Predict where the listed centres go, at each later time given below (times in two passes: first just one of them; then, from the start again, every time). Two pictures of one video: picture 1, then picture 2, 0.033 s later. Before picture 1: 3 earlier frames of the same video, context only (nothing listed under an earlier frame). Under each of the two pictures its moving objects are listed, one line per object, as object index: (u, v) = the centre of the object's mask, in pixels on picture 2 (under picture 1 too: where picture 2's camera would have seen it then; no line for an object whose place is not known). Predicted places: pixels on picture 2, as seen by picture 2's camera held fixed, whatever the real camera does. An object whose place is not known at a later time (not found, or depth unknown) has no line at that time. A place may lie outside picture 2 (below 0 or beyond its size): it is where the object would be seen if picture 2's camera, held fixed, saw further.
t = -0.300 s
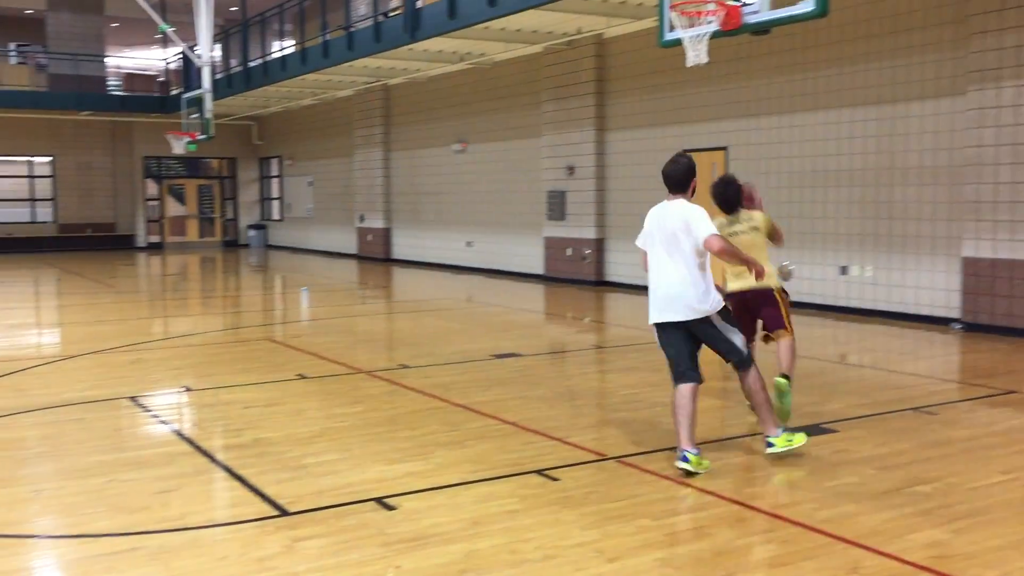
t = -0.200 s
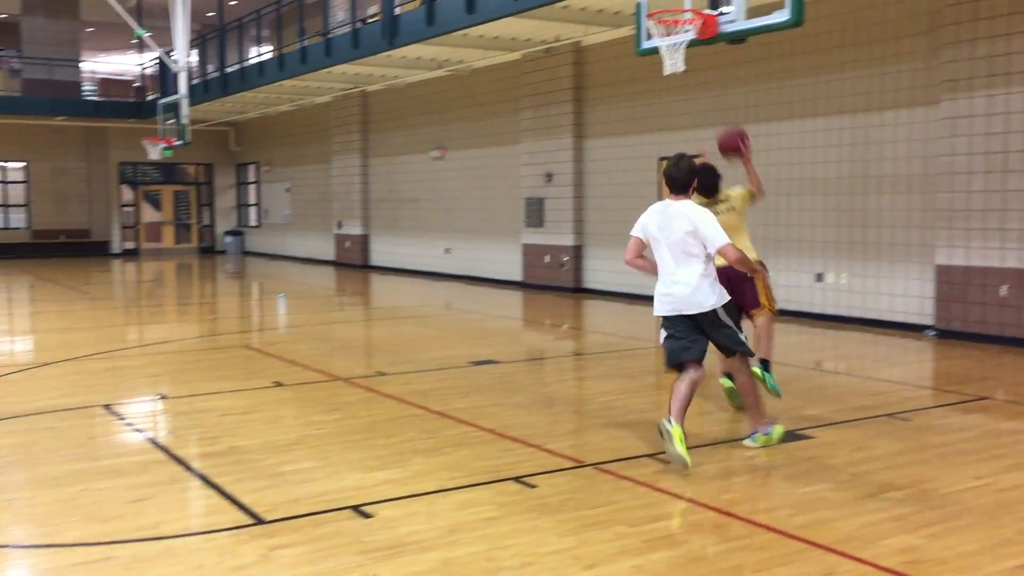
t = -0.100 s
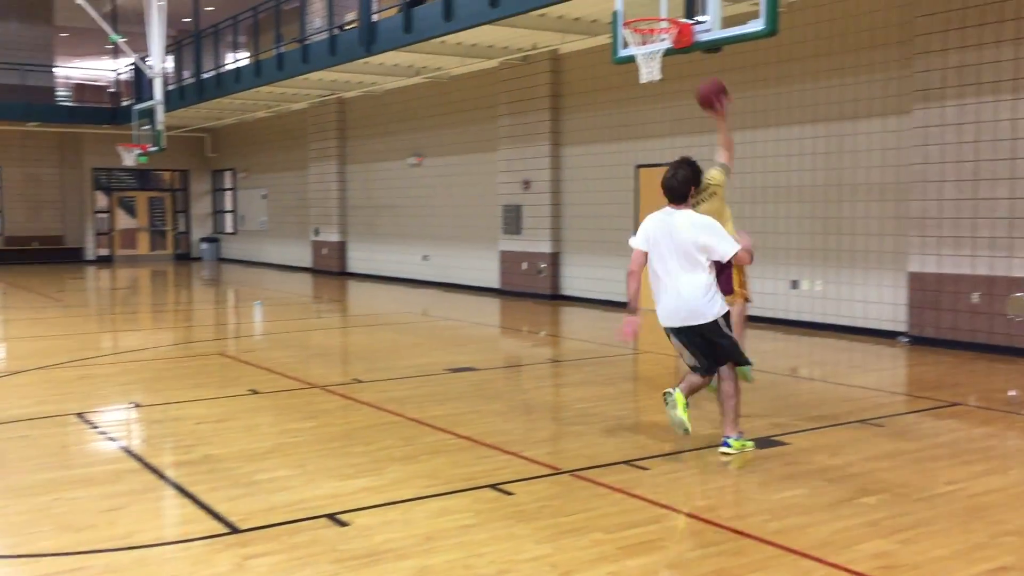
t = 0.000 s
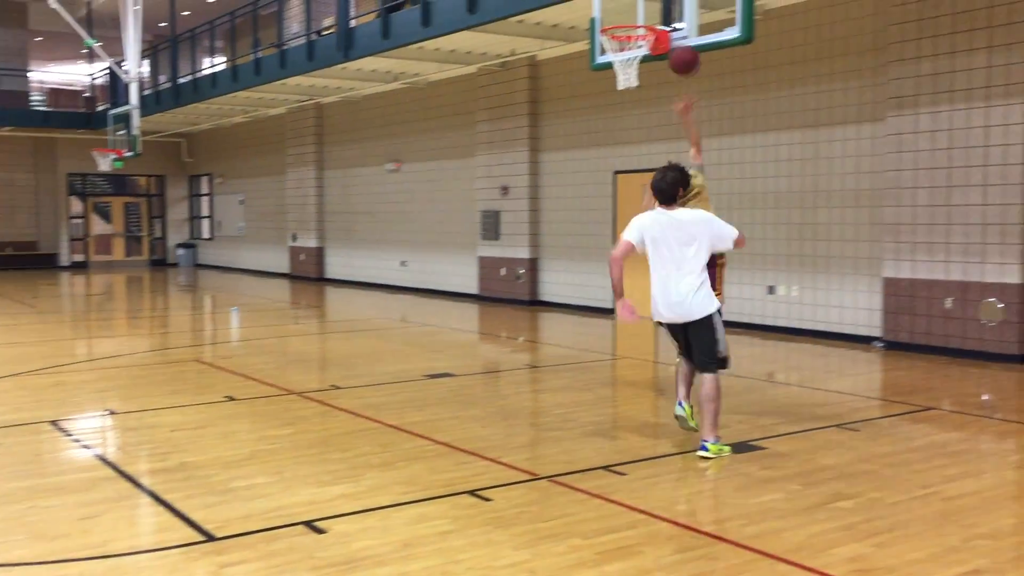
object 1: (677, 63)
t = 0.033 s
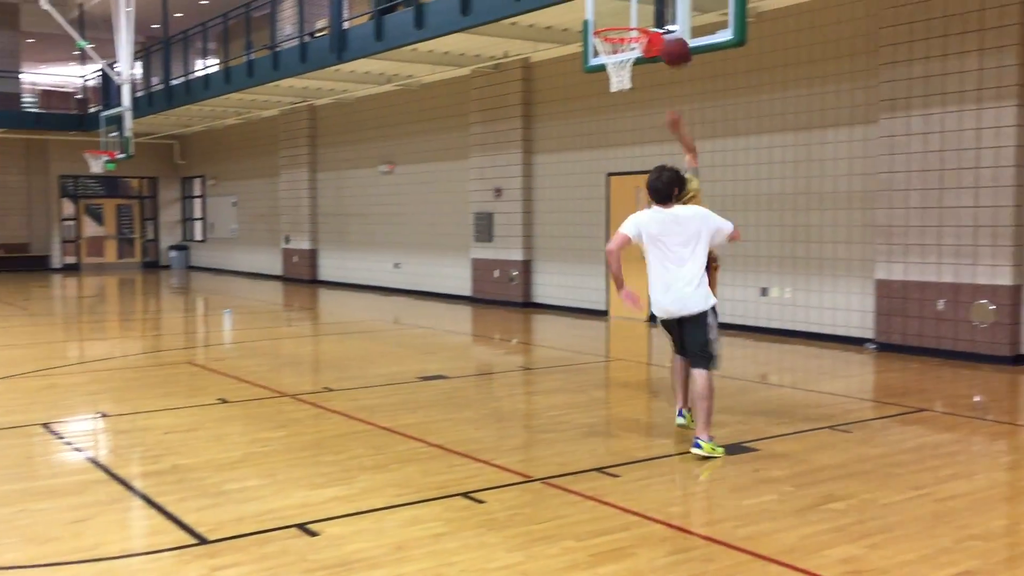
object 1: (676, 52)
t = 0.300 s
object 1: (651, 17)
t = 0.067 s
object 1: (673, 43)
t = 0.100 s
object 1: (671, 34)
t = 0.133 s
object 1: (669, 28)
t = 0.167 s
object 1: (668, 23)
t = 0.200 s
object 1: (663, 20)
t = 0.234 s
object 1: (657, 18)
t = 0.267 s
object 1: (653, 18)
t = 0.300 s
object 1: (651, 17)
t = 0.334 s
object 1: (650, 17)
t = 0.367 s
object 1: (649, 17)
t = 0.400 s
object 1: (648, 17)
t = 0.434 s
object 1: (647, 18)
